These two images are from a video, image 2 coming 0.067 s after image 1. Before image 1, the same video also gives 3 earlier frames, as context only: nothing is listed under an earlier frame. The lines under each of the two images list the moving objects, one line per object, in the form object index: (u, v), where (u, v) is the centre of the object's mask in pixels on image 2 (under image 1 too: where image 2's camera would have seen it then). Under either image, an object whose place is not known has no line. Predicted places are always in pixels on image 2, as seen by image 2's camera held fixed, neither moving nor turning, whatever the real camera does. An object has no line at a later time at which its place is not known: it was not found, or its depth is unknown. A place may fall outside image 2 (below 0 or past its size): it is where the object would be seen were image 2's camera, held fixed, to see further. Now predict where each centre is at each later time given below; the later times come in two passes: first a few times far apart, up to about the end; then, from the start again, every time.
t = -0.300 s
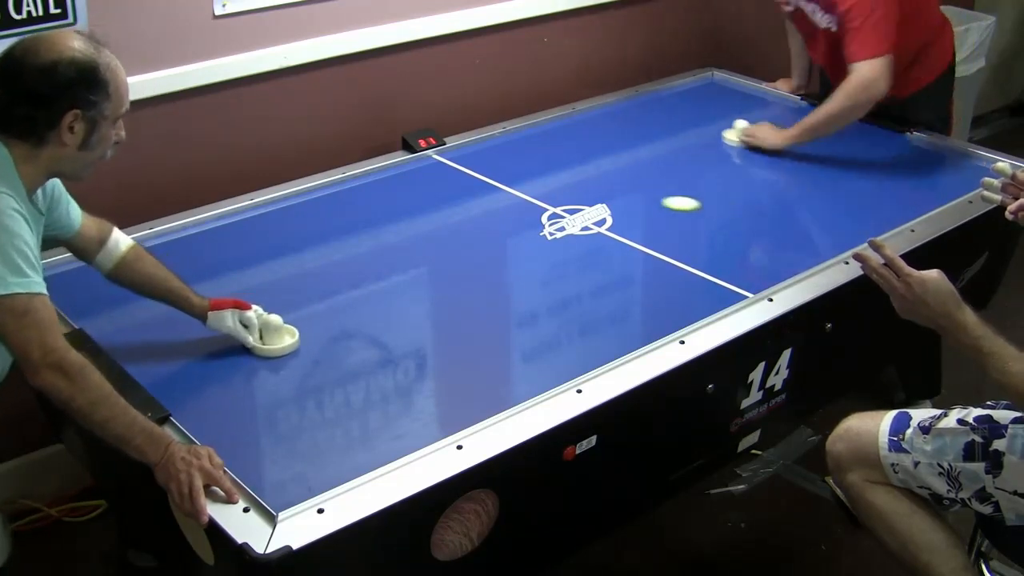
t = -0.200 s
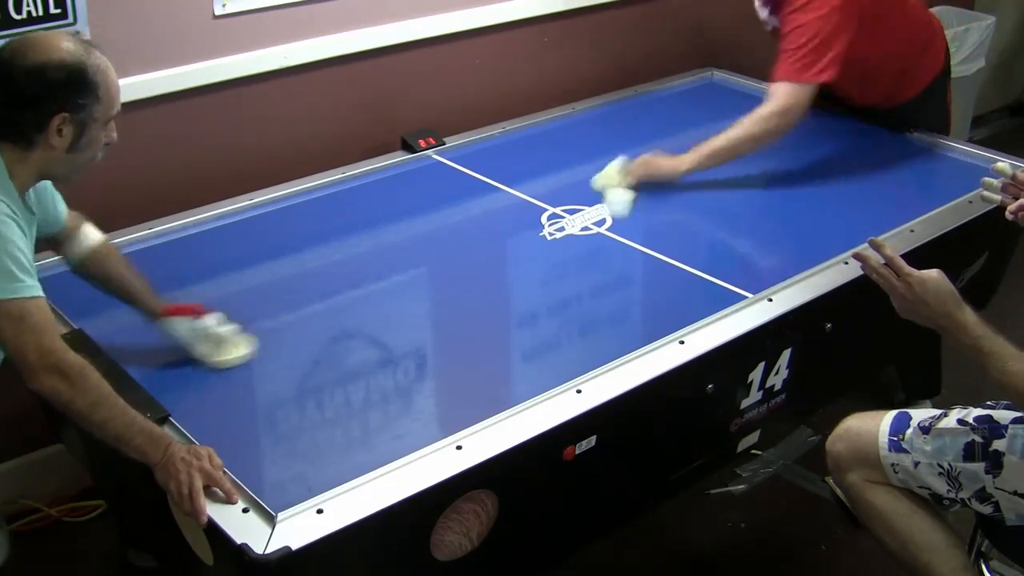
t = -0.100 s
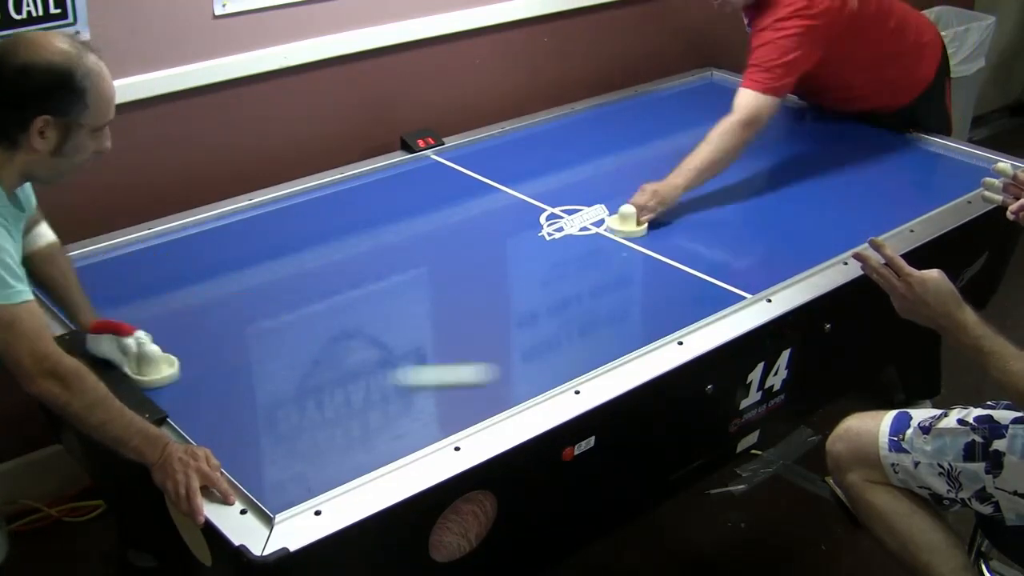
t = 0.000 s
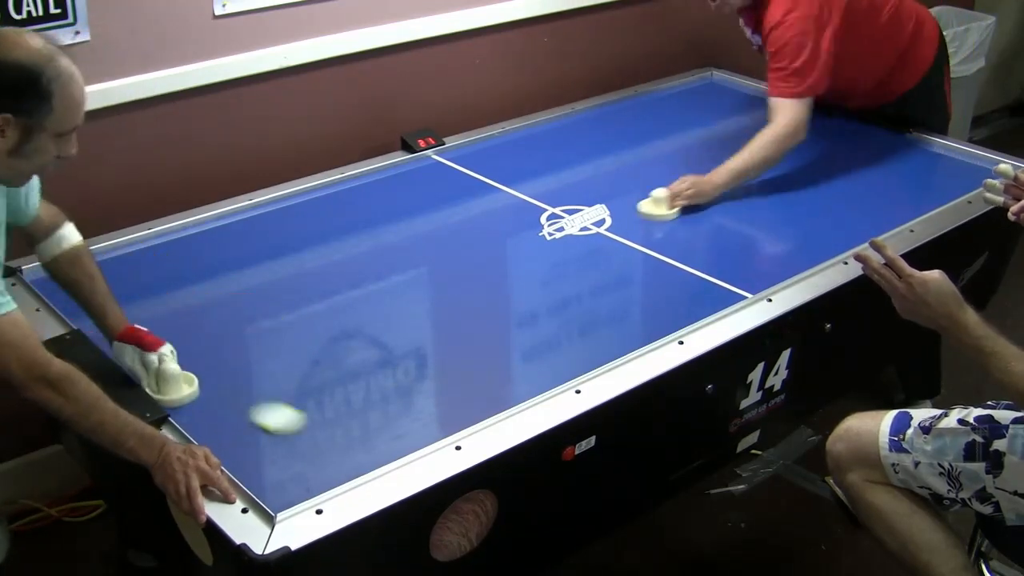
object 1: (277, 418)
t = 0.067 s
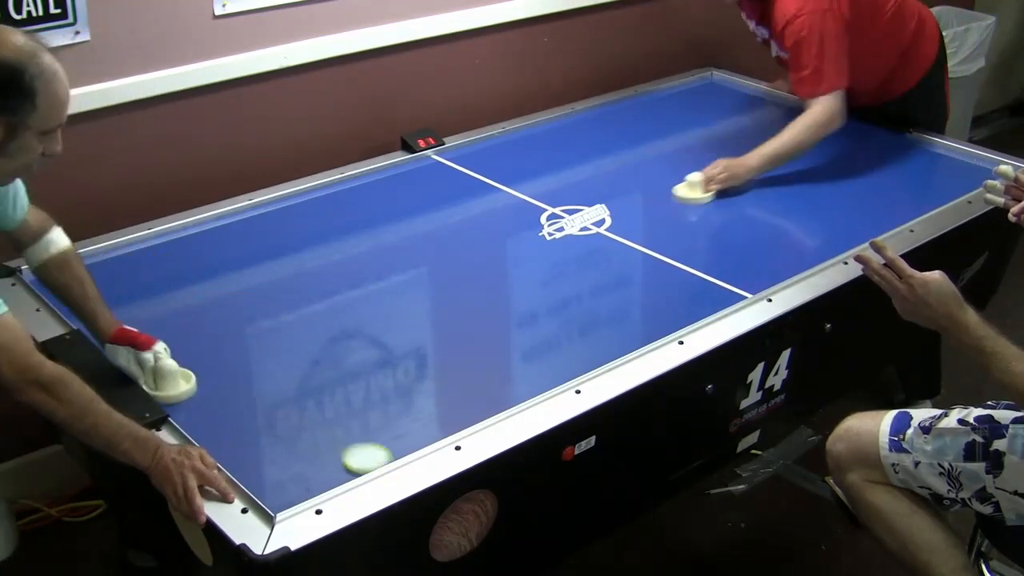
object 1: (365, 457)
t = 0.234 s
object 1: (280, 348)
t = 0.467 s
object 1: (194, 235)
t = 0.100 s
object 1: (349, 435)
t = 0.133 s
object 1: (330, 411)
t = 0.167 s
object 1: (312, 389)
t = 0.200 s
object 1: (295, 368)
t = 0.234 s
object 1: (280, 348)
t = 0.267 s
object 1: (265, 329)
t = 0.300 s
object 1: (251, 311)
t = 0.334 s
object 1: (238, 294)
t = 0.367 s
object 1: (226, 278)
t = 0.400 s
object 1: (215, 263)
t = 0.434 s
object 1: (204, 249)
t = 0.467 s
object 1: (194, 235)
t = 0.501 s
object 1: (202, 240)
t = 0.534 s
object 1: (217, 249)
